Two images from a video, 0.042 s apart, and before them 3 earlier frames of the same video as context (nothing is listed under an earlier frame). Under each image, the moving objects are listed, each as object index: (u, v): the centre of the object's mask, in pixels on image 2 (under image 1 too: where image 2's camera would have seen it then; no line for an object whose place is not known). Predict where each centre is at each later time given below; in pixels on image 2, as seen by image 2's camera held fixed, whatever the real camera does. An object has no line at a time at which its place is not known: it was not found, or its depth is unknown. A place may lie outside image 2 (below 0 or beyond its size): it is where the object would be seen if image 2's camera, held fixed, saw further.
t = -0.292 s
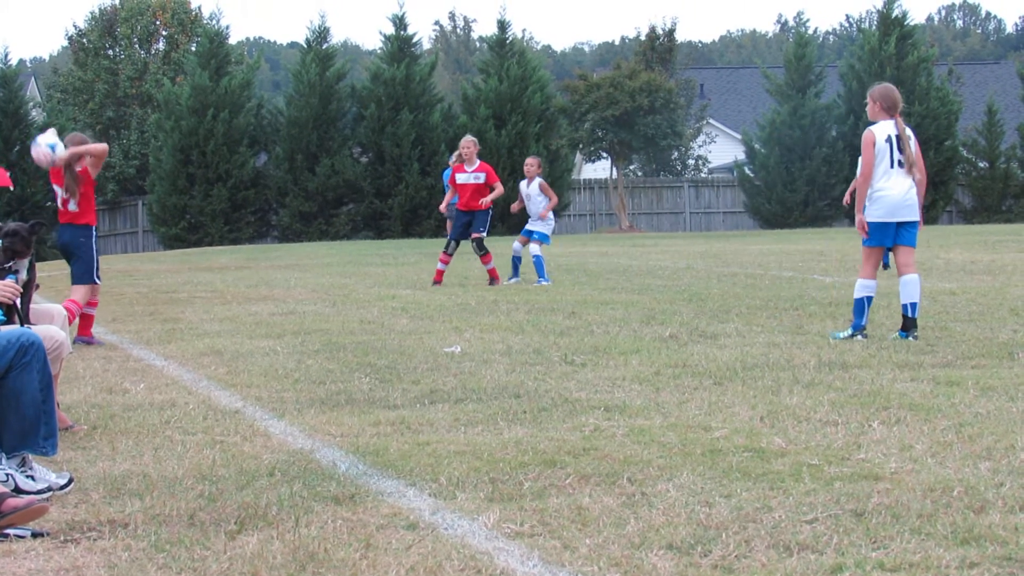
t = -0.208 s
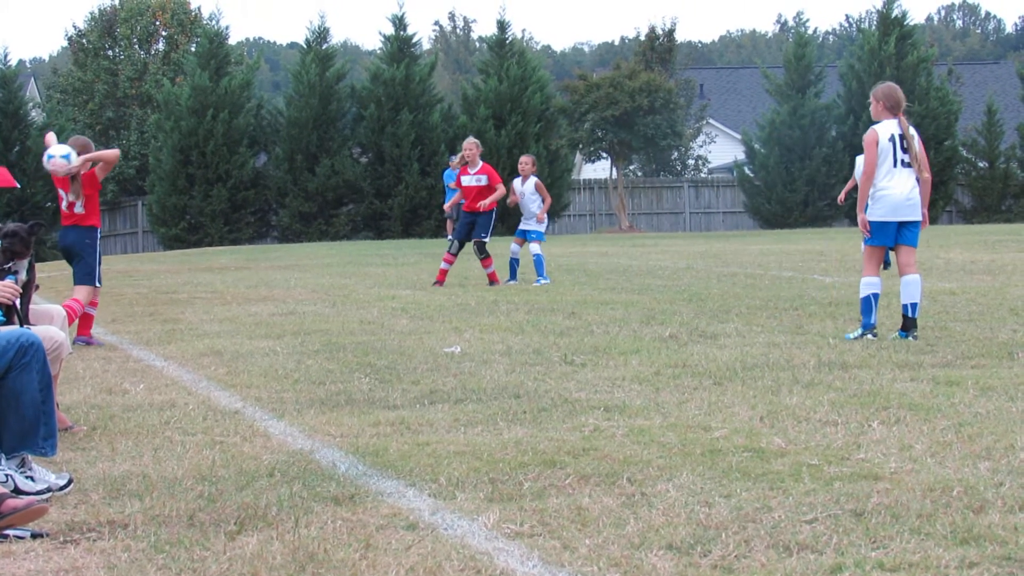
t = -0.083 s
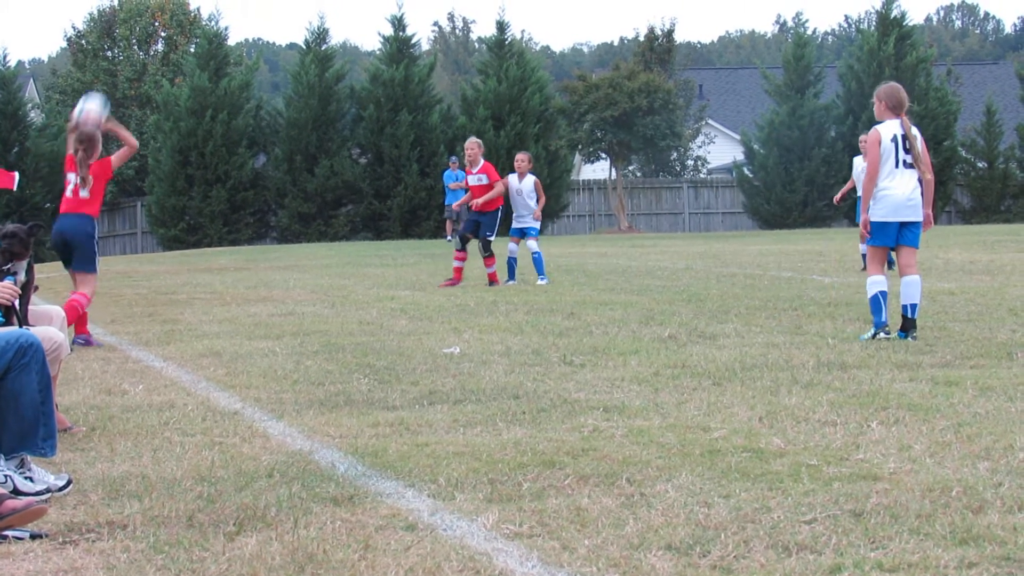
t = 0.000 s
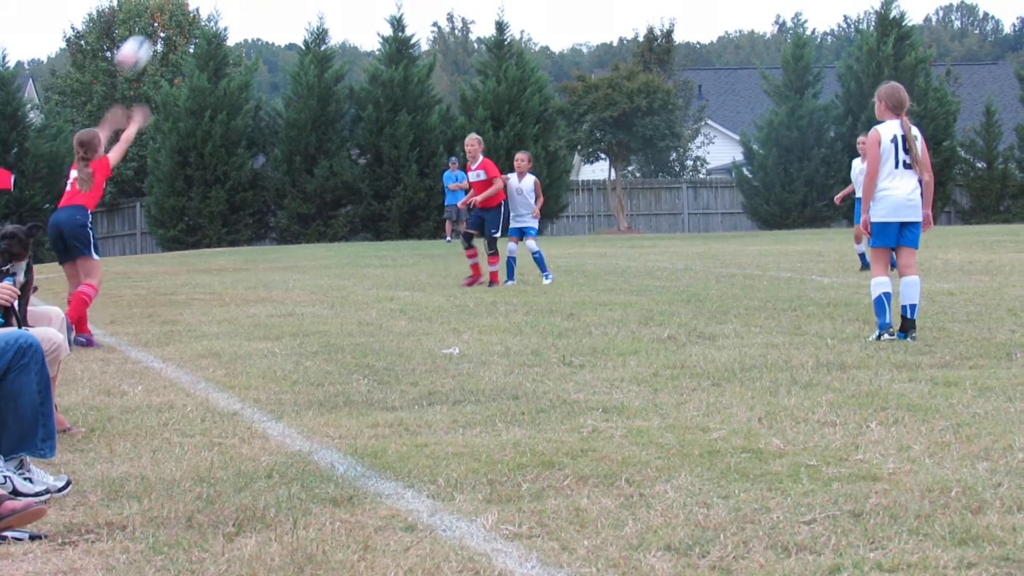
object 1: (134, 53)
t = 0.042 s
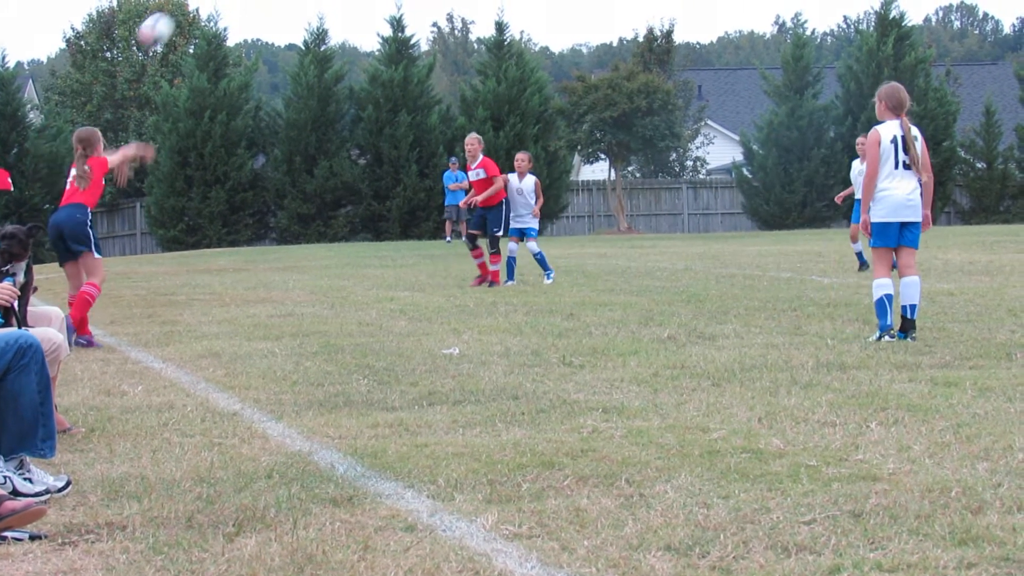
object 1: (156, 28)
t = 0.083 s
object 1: (175, 11)
